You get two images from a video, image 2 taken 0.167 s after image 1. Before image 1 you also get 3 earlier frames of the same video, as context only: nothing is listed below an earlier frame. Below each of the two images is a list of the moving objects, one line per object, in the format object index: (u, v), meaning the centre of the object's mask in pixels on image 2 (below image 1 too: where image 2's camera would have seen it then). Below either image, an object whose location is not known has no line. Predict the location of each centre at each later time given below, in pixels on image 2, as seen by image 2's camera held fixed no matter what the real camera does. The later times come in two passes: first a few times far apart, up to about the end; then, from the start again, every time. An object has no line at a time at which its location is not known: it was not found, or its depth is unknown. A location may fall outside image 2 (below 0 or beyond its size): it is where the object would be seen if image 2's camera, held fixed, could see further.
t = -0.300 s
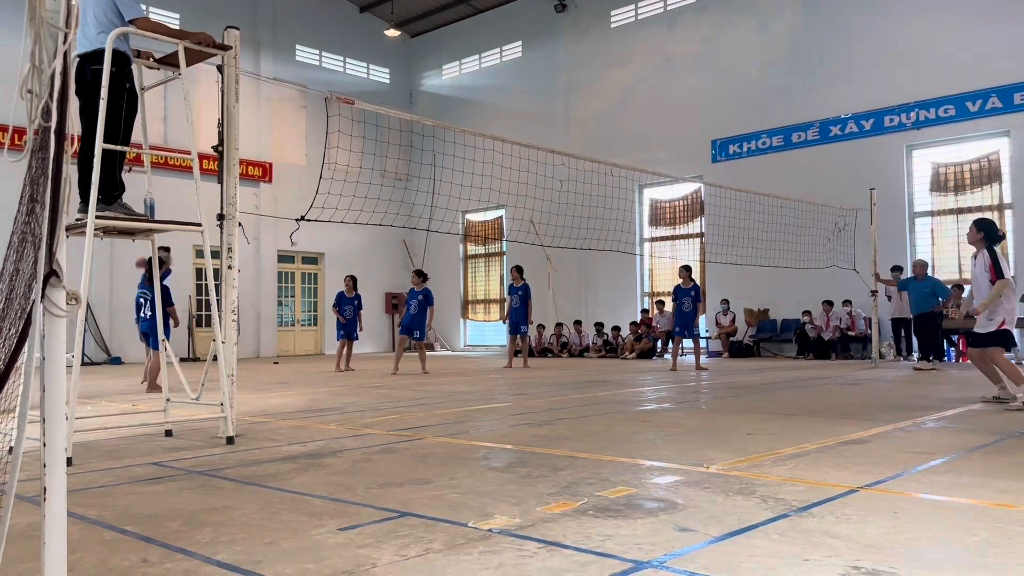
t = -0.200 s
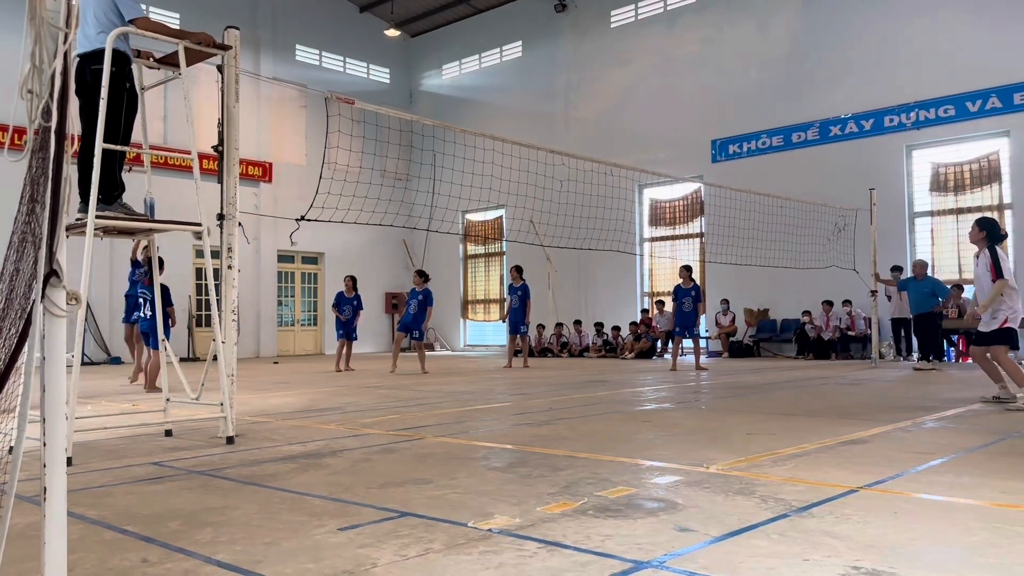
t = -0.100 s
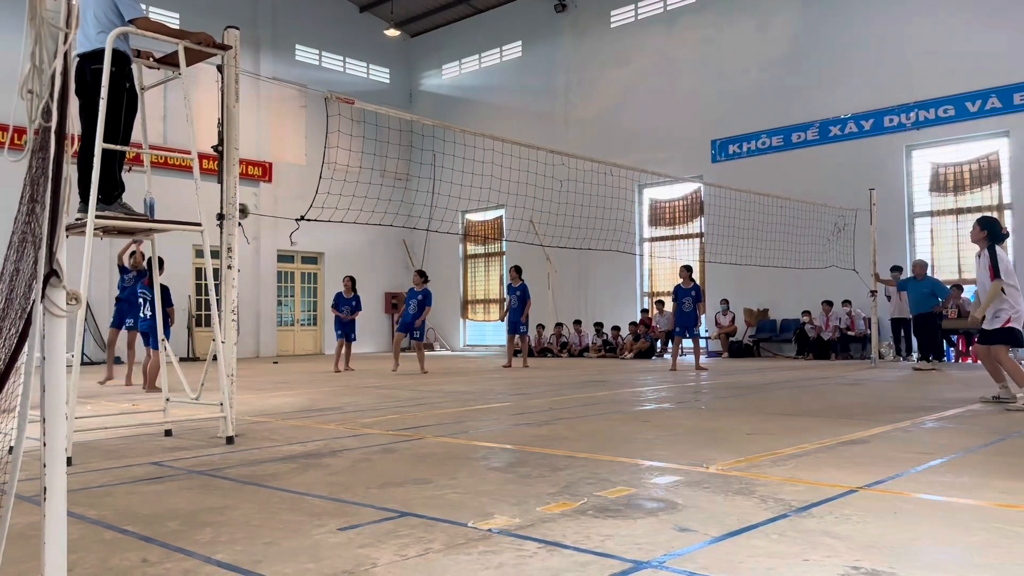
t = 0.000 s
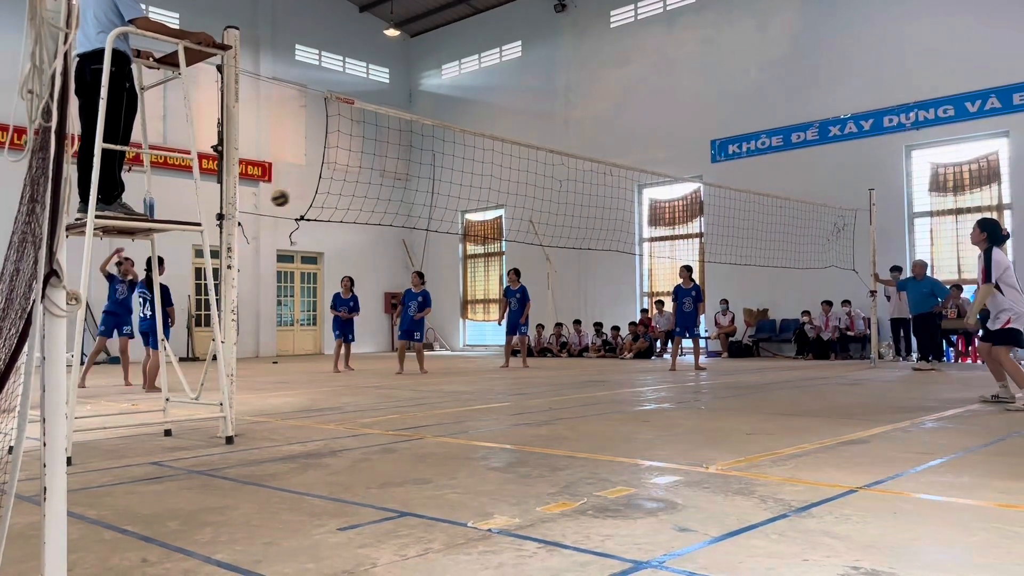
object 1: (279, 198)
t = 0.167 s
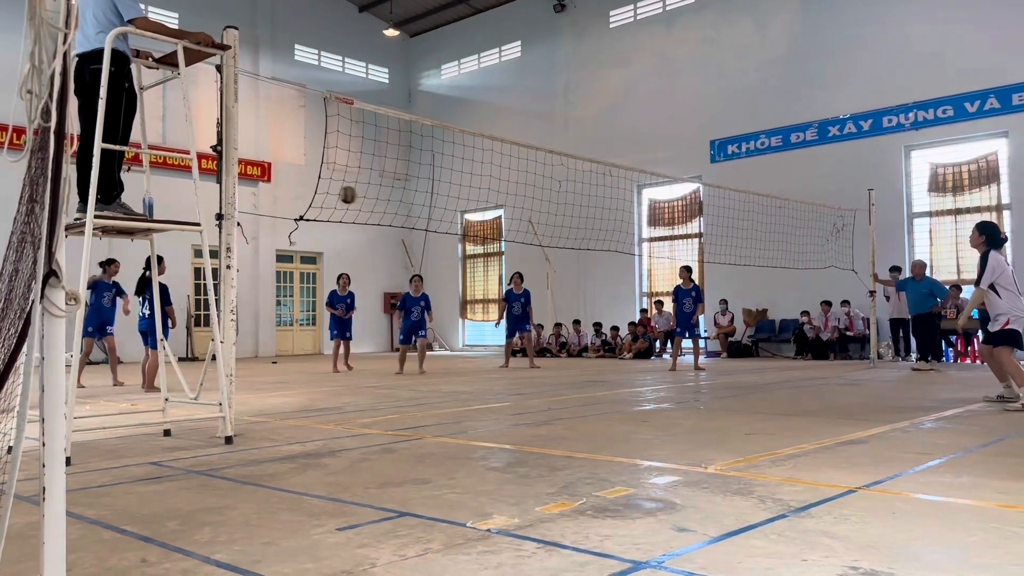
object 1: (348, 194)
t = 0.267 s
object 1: (389, 204)
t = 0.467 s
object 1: (472, 248)
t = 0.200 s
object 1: (361, 197)
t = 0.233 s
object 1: (374, 199)
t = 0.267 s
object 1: (389, 204)
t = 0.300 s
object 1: (402, 209)
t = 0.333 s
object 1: (417, 215)
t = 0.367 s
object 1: (431, 222)
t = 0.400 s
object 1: (445, 230)
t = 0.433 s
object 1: (458, 241)
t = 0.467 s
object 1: (472, 248)
